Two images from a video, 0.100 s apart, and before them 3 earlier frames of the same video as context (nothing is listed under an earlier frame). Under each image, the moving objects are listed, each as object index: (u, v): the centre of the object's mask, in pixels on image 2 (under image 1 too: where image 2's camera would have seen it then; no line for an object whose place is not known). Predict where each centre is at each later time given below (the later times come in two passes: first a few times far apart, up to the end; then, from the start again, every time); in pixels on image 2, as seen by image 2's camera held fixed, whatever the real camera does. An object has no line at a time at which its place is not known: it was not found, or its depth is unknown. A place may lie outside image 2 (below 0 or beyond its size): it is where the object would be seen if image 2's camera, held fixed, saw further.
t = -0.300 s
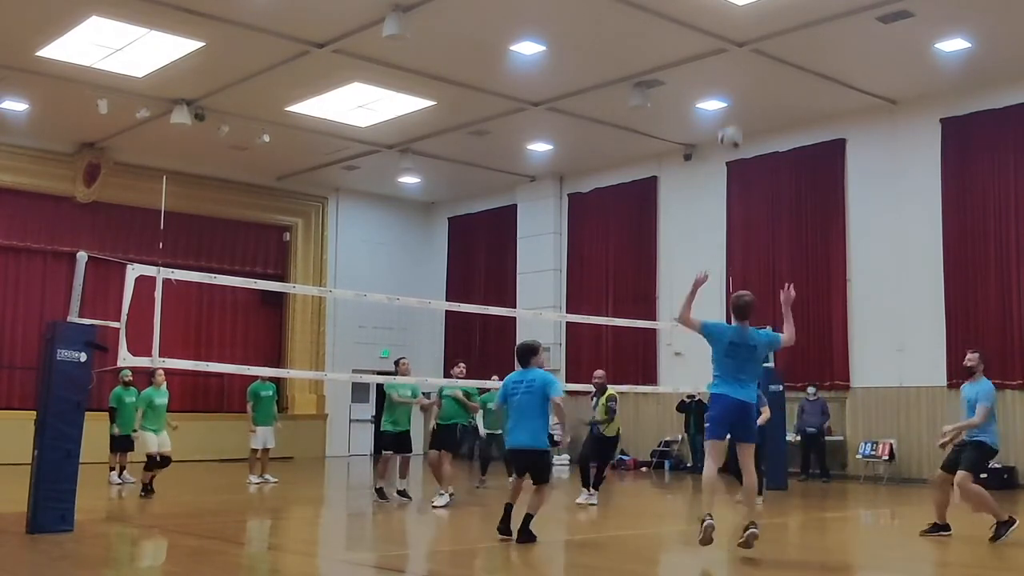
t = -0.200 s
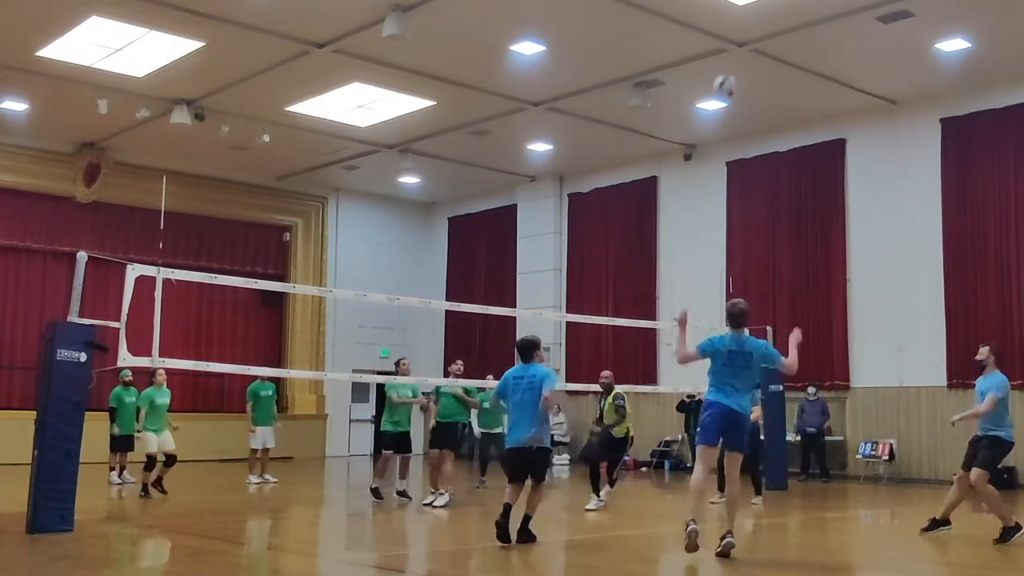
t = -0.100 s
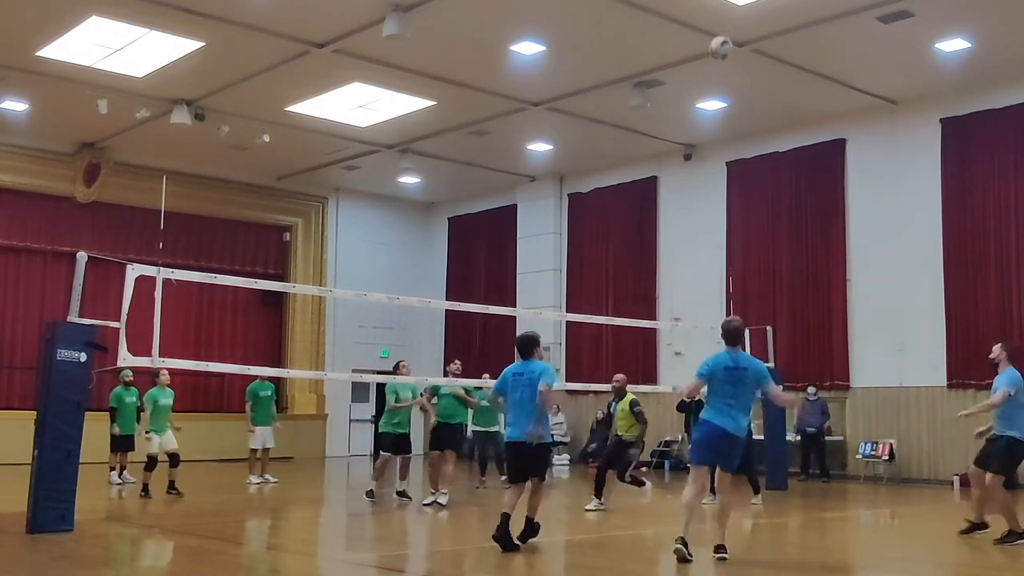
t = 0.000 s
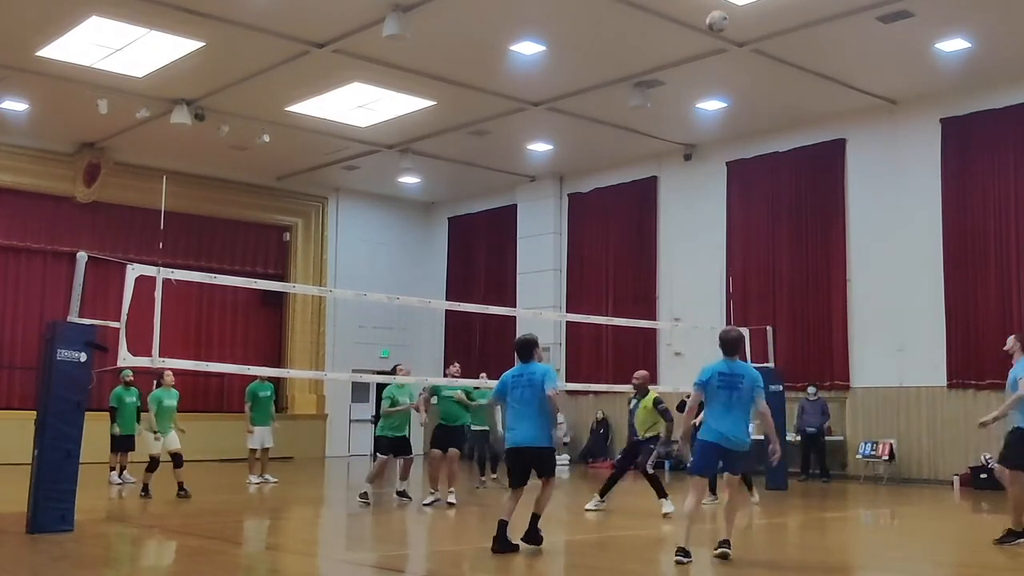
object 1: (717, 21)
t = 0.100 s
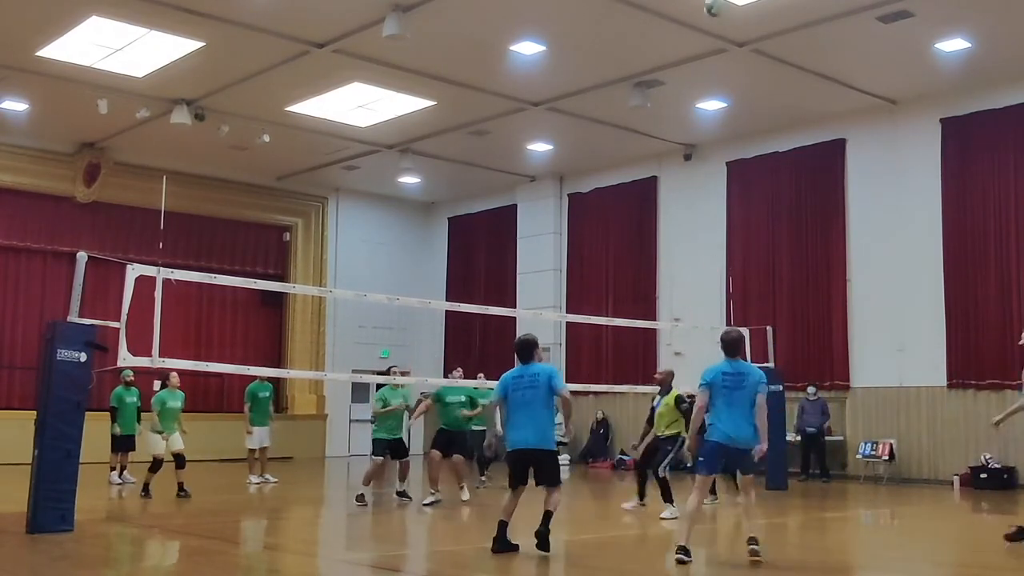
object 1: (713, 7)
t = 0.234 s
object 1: (708, 5)
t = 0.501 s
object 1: (704, 40)
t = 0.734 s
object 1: (697, 118)
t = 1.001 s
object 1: (693, 252)
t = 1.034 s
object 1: (691, 272)
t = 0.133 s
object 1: (711, 6)
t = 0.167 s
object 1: (710, 5)
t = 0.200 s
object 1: (709, 5)
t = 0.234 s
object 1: (708, 5)
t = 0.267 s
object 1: (708, 5)
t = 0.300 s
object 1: (707, 7)
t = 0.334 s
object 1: (707, 9)
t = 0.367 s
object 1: (706, 14)
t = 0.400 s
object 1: (706, 19)
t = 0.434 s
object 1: (705, 25)
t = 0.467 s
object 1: (705, 31)
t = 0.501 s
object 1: (704, 40)
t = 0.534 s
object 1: (704, 48)
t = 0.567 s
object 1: (703, 58)
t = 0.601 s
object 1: (702, 69)
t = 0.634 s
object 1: (701, 80)
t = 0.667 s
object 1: (700, 91)
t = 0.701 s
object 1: (699, 103)
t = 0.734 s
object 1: (697, 118)
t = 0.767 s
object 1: (697, 132)
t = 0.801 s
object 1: (697, 146)
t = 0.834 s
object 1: (696, 162)
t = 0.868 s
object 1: (695, 179)
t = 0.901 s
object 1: (694, 196)
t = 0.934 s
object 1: (694, 214)
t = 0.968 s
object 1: (693, 233)
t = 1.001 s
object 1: (693, 252)
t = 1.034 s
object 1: (691, 272)
